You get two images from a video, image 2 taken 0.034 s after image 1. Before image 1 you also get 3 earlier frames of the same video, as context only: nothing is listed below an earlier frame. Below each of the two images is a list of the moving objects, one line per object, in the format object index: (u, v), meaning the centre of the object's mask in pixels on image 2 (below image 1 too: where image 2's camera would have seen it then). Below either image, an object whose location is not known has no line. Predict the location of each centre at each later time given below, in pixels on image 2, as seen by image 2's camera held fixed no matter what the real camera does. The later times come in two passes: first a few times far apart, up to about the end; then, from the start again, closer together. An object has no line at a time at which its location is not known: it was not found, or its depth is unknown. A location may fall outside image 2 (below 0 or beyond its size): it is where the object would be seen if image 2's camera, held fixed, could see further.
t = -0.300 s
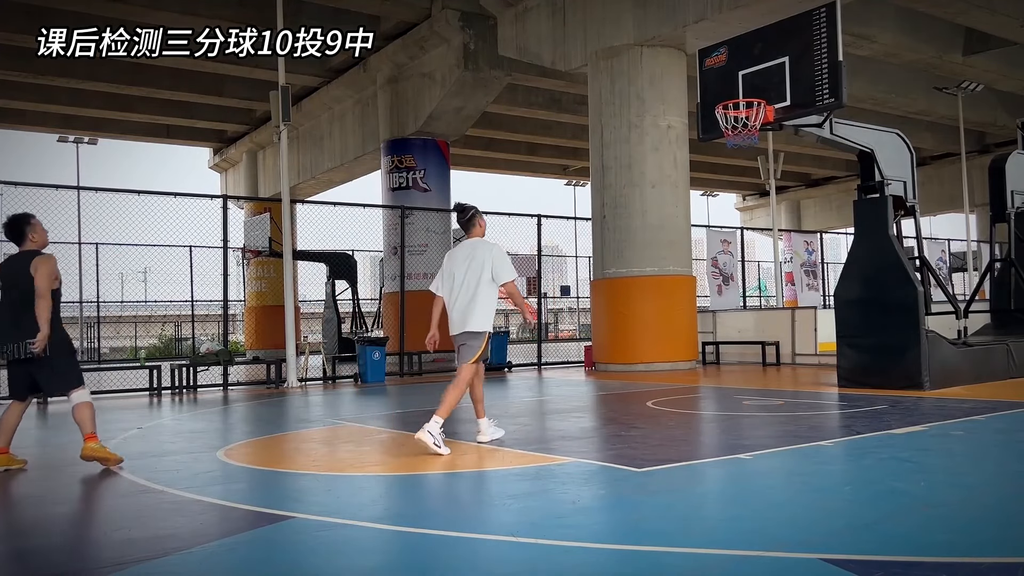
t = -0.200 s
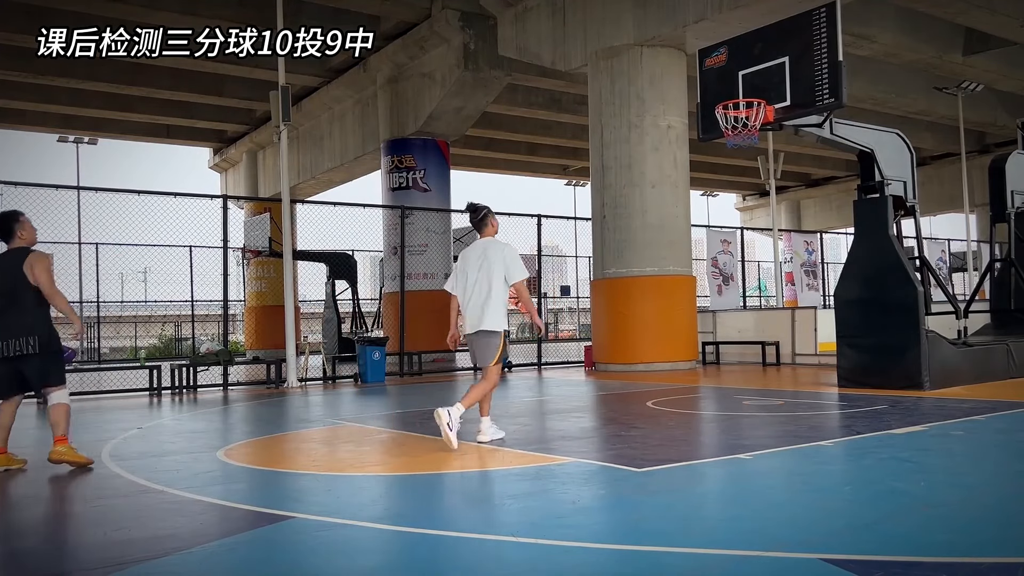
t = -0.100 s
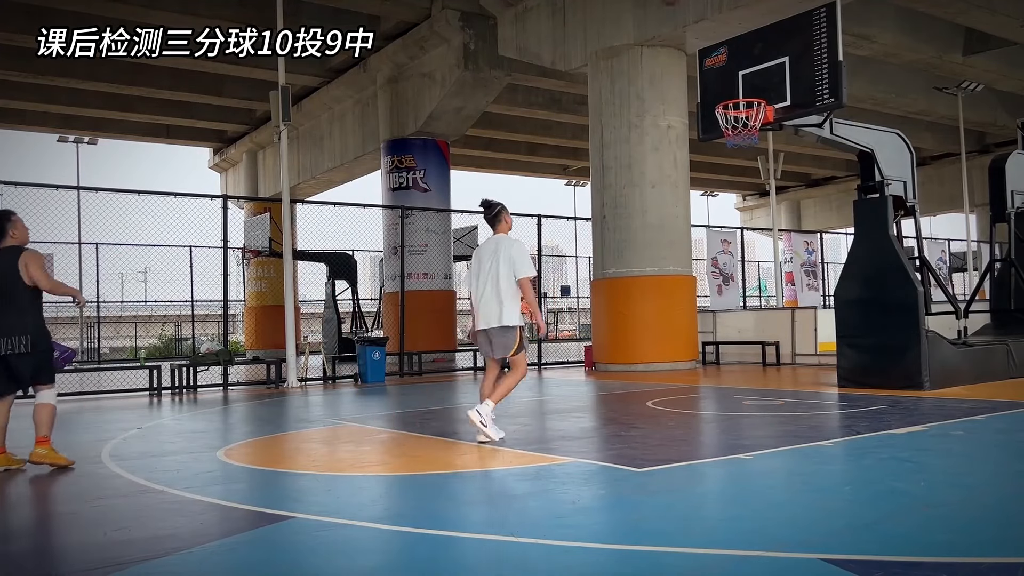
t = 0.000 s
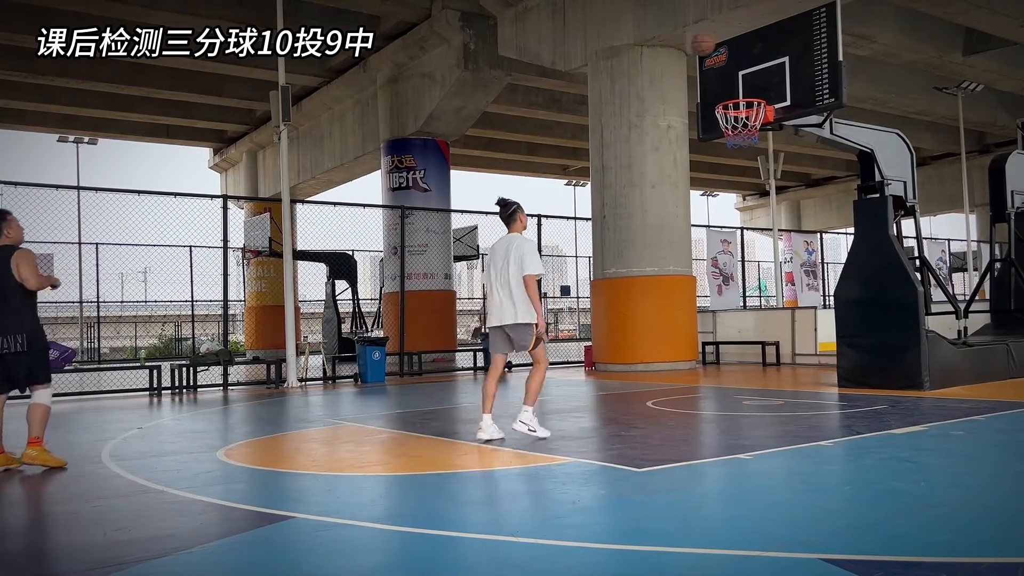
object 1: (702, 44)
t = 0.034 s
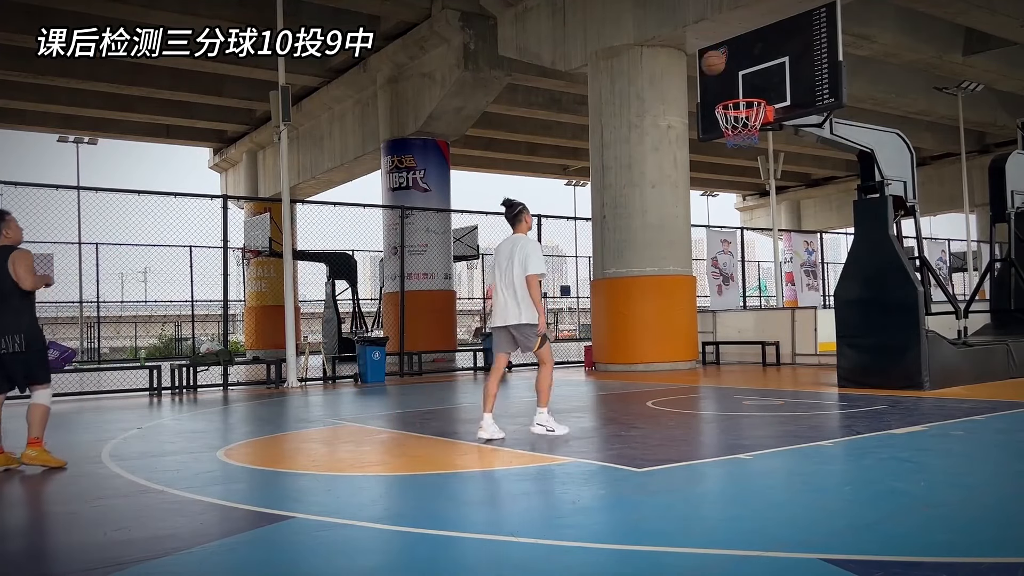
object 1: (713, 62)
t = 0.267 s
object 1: (773, 180)
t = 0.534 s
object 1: (825, 326)
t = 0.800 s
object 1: (840, 297)
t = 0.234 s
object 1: (765, 165)
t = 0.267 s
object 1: (773, 180)
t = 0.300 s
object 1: (779, 195)
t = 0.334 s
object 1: (786, 211)
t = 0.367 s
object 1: (792, 229)
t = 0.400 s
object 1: (799, 246)
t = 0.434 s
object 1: (805, 265)
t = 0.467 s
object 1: (812, 284)
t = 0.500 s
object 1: (818, 304)
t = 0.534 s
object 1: (825, 326)
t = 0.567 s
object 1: (832, 348)
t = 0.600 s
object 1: (839, 370)
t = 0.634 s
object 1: (843, 383)
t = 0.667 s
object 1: (843, 364)
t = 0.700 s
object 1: (842, 345)
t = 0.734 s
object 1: (841, 328)
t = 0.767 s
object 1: (841, 312)
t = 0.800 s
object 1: (840, 297)
